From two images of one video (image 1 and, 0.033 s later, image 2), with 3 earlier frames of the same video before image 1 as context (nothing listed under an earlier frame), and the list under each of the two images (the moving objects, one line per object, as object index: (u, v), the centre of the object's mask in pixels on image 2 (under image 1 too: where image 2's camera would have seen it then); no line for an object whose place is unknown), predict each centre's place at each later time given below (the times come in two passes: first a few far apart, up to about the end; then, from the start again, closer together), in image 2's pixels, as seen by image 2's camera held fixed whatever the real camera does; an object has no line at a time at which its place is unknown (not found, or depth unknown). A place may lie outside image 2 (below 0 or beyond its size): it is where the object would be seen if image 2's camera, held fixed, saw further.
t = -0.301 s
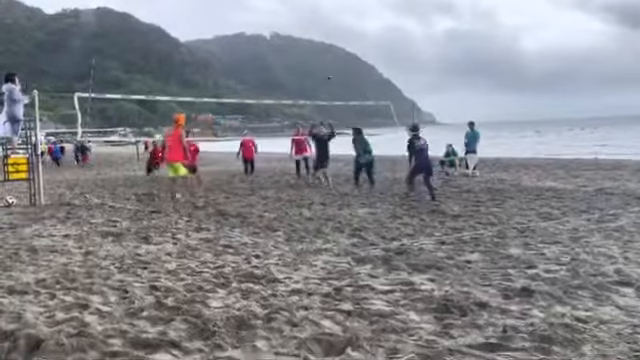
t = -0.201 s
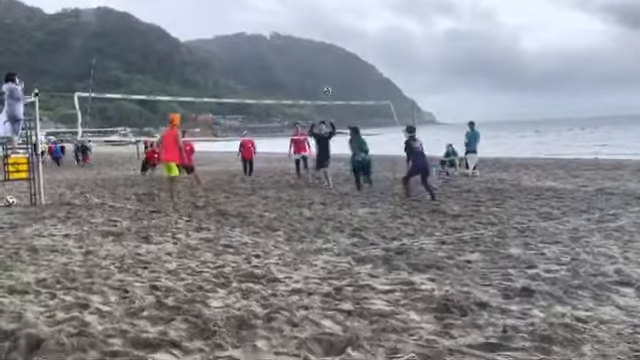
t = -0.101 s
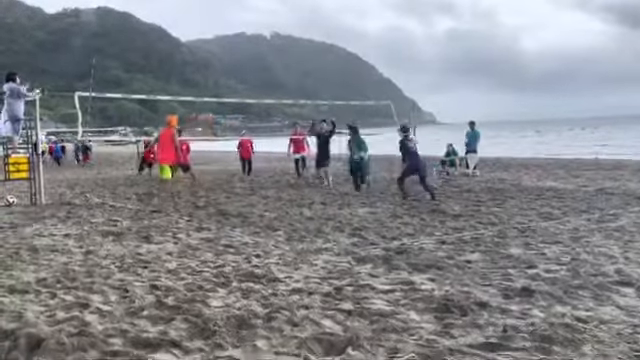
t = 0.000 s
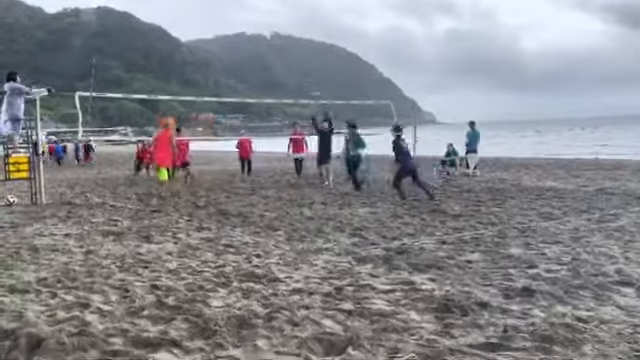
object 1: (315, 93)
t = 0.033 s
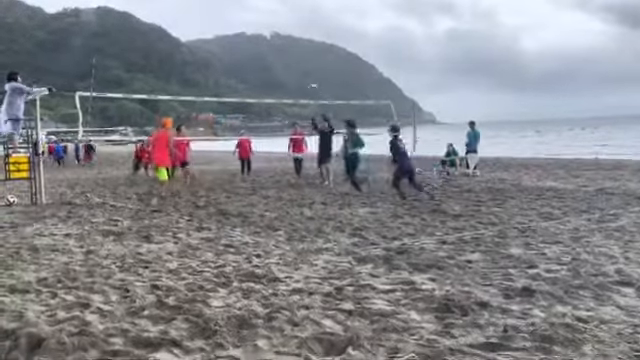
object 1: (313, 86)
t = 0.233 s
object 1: (290, 45)
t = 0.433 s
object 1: (266, 18)
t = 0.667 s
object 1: (237, 6)
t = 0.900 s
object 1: (208, 21)
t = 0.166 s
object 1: (298, 58)
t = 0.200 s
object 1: (293, 51)
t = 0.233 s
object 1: (290, 45)
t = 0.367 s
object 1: (274, 26)
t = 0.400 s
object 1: (270, 21)
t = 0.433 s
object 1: (266, 18)
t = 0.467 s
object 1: (262, 14)
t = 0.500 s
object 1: (258, 12)
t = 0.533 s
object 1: (253, 10)
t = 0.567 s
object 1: (249, 8)
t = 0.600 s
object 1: (245, 7)
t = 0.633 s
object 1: (242, 7)
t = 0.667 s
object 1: (237, 6)
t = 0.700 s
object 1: (233, 7)
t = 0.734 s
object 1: (229, 8)
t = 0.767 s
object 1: (226, 9)
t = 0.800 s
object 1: (221, 11)
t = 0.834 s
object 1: (217, 13)
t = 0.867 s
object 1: (213, 17)
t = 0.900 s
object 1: (208, 21)
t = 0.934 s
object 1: (204, 25)
